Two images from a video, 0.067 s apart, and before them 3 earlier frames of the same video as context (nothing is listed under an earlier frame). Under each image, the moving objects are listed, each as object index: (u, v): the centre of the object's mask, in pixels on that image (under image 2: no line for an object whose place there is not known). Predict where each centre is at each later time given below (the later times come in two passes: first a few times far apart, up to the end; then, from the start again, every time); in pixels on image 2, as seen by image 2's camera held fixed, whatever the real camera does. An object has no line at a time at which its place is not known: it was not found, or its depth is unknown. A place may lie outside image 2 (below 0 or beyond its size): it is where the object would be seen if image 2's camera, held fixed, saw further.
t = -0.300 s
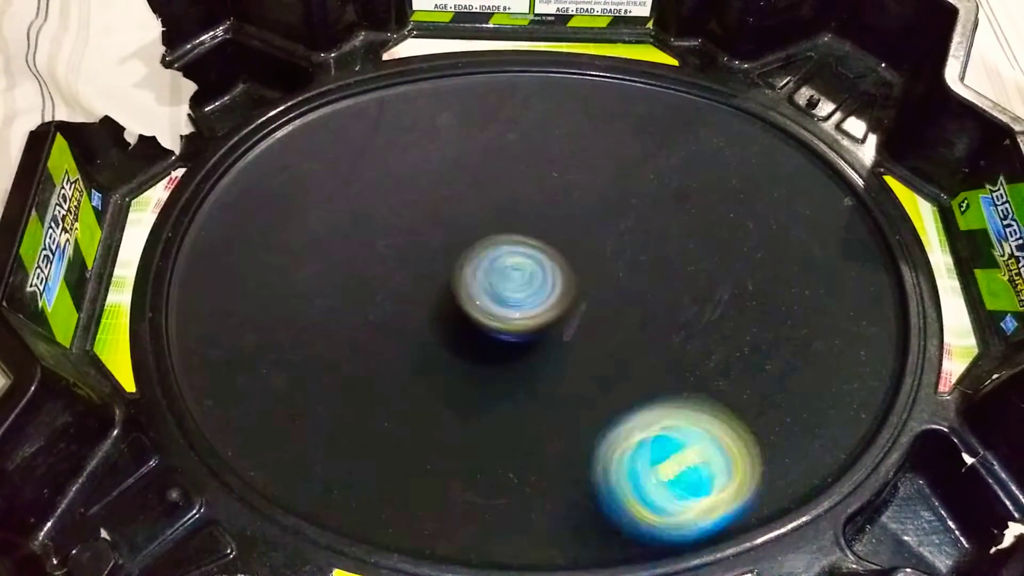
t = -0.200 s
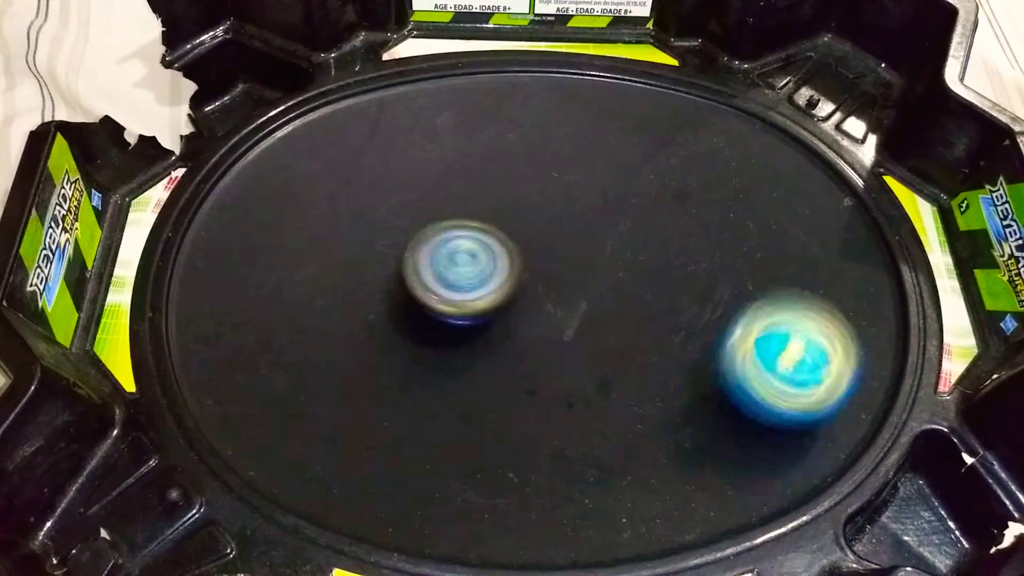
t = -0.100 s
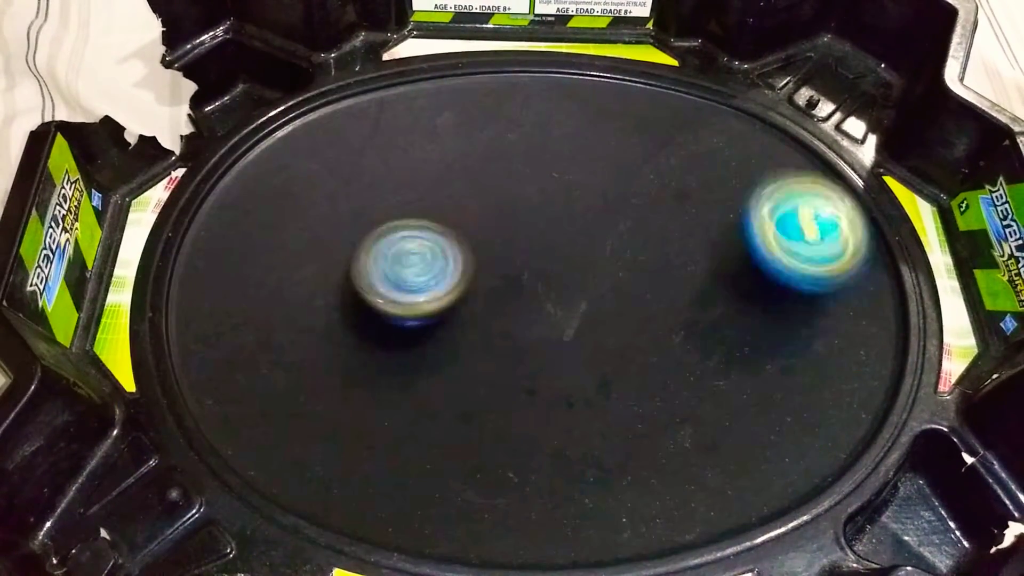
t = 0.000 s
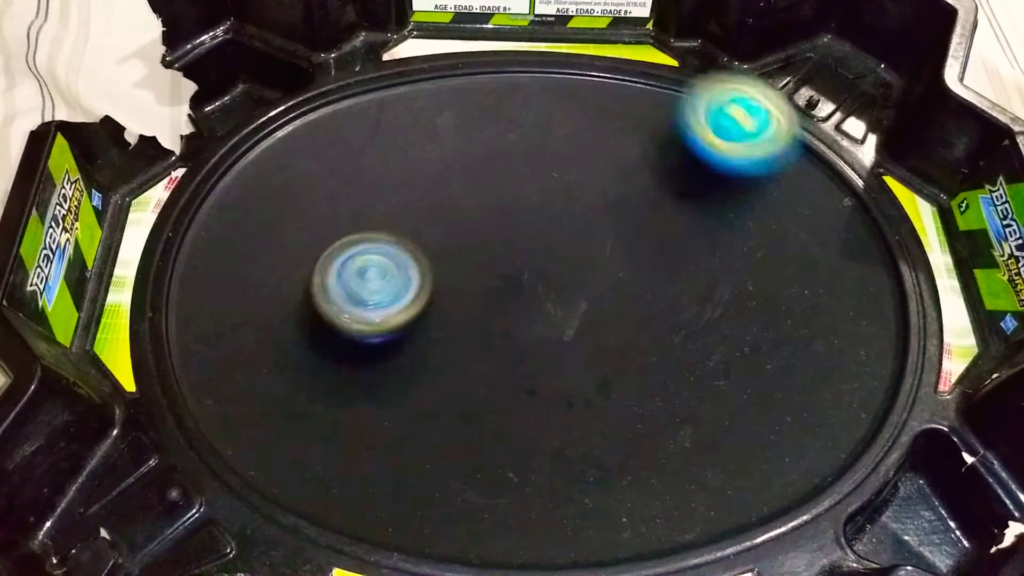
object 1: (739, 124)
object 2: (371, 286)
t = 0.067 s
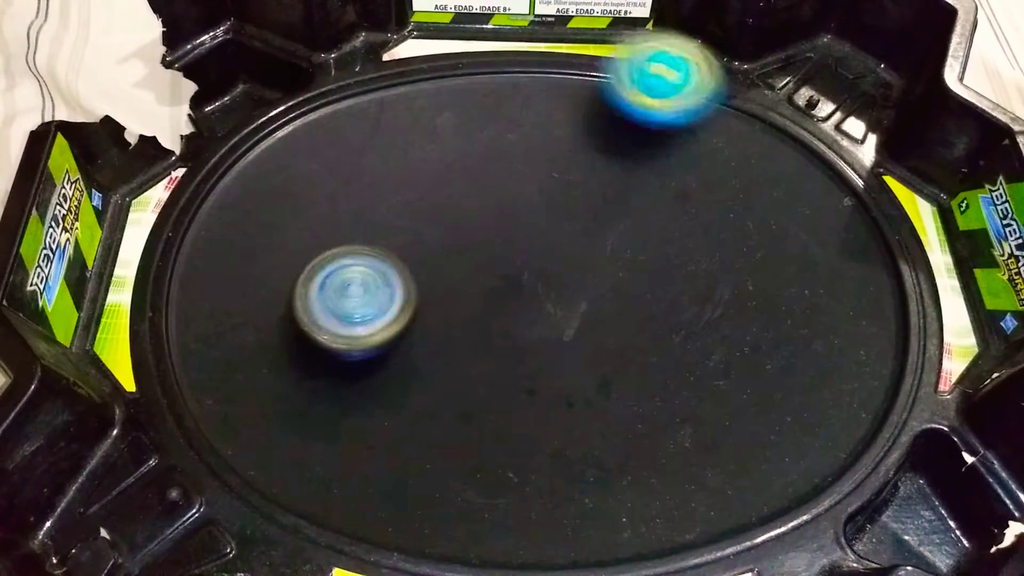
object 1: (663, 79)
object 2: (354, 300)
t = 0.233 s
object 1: (416, 77)
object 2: (363, 347)
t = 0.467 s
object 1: (182, 369)
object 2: (471, 354)
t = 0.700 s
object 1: (596, 516)
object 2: (534, 285)
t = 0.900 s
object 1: (811, 338)
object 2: (537, 238)
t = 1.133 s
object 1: (633, 123)
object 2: (496, 233)
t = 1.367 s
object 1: (298, 177)
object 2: (465, 291)
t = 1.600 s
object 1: (266, 461)
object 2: (504, 359)
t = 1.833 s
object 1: (657, 473)
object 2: (572, 356)
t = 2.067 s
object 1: (723, 250)
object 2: (553, 296)
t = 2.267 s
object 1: (495, 162)
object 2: (480, 268)
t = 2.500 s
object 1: (202, 229)
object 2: (414, 326)
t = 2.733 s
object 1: (316, 469)
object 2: (427, 381)
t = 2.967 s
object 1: (610, 426)
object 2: (521, 329)
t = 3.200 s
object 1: (653, 222)
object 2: (523, 246)
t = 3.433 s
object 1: (585, 117)
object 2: (410, 218)
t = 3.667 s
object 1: (469, 254)
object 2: (332, 257)
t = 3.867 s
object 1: (569, 409)
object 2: (351, 328)
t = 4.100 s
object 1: (784, 396)
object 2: (455, 379)
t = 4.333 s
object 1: (682, 257)
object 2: (568, 380)
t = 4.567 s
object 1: (435, 272)
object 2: (642, 334)
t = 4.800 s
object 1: (243, 397)
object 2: (616, 269)
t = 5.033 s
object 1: (365, 449)
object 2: (530, 248)
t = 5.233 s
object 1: (482, 353)
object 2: (449, 246)
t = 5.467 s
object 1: (457, 291)
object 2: (390, 166)
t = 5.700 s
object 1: (462, 326)
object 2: (394, 162)
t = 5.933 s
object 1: (509, 328)
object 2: (463, 216)
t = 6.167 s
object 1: (566, 380)
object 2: (519, 268)
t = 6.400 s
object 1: (616, 375)
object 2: (500, 284)
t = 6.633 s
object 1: (543, 343)
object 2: (421, 272)
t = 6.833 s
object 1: (463, 366)
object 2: (360, 251)
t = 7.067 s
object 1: (455, 383)
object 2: (327, 242)
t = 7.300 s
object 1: (480, 347)
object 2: (362, 275)
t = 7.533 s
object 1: (557, 310)
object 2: (408, 296)
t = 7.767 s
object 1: (596, 287)
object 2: (467, 316)
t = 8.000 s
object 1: (597, 272)
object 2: (495, 348)
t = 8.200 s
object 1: (581, 289)
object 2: (485, 374)
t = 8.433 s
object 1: (593, 278)
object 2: (446, 373)
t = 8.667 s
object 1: (568, 307)
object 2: (431, 332)
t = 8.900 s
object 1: (621, 355)
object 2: (411, 280)
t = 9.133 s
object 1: (634, 341)
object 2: (444, 268)
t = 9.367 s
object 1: (568, 329)
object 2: (453, 291)
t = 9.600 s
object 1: (616, 368)
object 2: (414, 281)
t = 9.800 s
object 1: (600, 343)
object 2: (422, 268)
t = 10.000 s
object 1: (551, 325)
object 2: (426, 273)
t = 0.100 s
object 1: (619, 68)
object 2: (350, 310)
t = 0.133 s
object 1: (568, 62)
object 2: (349, 320)
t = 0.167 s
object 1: (519, 62)
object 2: (351, 329)
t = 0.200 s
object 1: (468, 68)
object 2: (355, 339)
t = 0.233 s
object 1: (416, 77)
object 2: (363, 347)
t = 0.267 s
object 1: (366, 99)
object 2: (374, 354)
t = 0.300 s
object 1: (318, 128)
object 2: (387, 360)
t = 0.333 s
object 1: (274, 164)
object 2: (401, 363)
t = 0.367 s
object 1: (235, 206)
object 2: (419, 365)
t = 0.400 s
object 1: (207, 254)
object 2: (437, 363)
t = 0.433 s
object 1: (190, 308)
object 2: (454, 360)
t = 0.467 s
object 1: (182, 369)
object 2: (471, 354)
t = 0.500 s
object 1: (211, 416)
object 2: (488, 347)
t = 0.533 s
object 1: (260, 459)
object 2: (502, 338)
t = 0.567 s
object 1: (323, 491)
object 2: (516, 328)
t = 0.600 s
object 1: (395, 507)
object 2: (524, 316)
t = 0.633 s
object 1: (463, 515)
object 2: (531, 304)
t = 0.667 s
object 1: (530, 518)
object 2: (534, 294)
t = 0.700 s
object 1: (596, 516)
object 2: (534, 285)
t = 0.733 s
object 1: (654, 506)
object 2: (534, 274)
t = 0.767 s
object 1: (706, 485)
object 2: (535, 265)
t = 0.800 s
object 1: (749, 454)
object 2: (535, 257)
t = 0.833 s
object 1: (783, 418)
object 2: (536, 250)
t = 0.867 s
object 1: (802, 379)
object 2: (538, 243)
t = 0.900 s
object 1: (811, 338)
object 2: (537, 238)
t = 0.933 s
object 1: (811, 296)
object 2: (533, 234)
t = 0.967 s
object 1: (799, 255)
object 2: (528, 231)
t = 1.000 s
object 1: (778, 218)
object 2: (522, 228)
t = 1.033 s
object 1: (750, 187)
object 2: (515, 227)
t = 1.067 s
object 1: (715, 160)
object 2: (508, 228)
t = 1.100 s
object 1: (674, 139)
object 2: (502, 229)
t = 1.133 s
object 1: (633, 123)
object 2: (496, 233)
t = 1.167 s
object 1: (587, 112)
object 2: (489, 237)
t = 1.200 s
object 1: (538, 108)
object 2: (483, 243)
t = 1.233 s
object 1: (490, 110)
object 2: (477, 251)
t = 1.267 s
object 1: (441, 117)
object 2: (471, 259)
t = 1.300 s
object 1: (391, 130)
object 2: (468, 269)
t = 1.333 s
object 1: (342, 151)
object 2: (466, 280)
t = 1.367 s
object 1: (298, 177)
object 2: (465, 291)
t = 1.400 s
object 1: (254, 207)
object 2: (466, 303)
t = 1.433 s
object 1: (218, 243)
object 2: (470, 314)
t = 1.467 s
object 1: (192, 286)
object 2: (475, 325)
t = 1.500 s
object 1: (172, 332)
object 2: (481, 335)
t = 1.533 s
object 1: (191, 378)
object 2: (487, 344)
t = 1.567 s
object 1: (223, 424)
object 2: (495, 352)
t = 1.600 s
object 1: (266, 461)
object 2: (504, 359)
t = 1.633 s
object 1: (326, 489)
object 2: (514, 365)
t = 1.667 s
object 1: (387, 504)
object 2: (524, 369)
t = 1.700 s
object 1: (450, 511)
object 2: (534, 372)
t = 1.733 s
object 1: (508, 510)
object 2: (545, 373)
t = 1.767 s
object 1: (563, 499)
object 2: (555, 372)
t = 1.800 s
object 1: (612, 488)
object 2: (564, 367)
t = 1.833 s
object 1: (657, 473)
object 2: (572, 356)
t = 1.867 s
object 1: (697, 450)
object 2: (578, 347)
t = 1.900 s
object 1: (727, 423)
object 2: (580, 336)
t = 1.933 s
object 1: (746, 388)
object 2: (579, 326)
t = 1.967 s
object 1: (755, 354)
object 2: (576, 317)
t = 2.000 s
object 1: (754, 316)
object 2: (571, 309)
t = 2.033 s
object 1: (743, 283)
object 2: (563, 301)
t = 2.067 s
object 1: (723, 250)
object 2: (553, 296)
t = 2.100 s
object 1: (695, 222)
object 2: (541, 290)
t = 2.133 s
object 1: (662, 200)
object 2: (530, 286)
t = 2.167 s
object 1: (624, 182)
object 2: (518, 281)
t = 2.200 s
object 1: (582, 170)
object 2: (506, 276)
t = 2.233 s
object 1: (538, 164)
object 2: (493, 272)
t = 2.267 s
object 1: (495, 162)
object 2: (480, 268)
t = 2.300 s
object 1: (449, 166)
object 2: (469, 269)
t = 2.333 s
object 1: (402, 166)
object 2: (455, 279)
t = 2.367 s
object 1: (362, 167)
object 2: (444, 288)
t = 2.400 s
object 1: (318, 176)
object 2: (434, 296)
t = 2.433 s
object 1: (276, 188)
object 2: (425, 306)
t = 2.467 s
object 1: (236, 205)
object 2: (419, 316)
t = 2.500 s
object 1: (202, 229)
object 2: (414, 326)
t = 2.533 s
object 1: (175, 258)
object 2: (411, 336)
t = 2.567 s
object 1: (179, 298)
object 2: (409, 346)
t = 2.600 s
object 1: (186, 342)
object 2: (409, 355)
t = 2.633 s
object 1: (199, 383)
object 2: (411, 363)
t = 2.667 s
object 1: (228, 421)
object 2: (415, 371)
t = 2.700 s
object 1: (270, 452)
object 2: (420, 377)
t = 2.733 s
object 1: (316, 469)
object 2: (427, 381)
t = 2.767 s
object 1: (356, 486)
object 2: (443, 379)
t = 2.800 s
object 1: (400, 493)
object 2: (460, 374)
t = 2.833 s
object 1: (448, 494)
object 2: (475, 368)
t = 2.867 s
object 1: (495, 482)
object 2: (488, 361)
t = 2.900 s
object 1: (538, 467)
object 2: (501, 351)
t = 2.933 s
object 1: (576, 450)
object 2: (512, 340)
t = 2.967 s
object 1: (610, 426)
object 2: (521, 329)
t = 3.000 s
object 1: (636, 400)
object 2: (527, 317)
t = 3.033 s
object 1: (653, 370)
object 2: (532, 305)
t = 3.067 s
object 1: (660, 337)
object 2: (534, 293)
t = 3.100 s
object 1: (663, 303)
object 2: (534, 281)
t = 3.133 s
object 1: (668, 276)
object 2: (529, 268)
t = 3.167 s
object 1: (664, 248)
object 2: (526, 256)
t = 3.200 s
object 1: (653, 222)
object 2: (523, 246)
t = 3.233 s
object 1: (635, 199)
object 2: (520, 237)
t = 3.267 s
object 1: (620, 179)
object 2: (506, 230)
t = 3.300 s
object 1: (623, 161)
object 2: (477, 225)
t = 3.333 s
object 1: (622, 145)
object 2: (454, 221)
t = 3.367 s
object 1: (615, 132)
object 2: (438, 219)
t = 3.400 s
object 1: (602, 123)
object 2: (424, 218)
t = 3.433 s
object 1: (585, 117)
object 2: (410, 218)
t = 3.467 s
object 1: (563, 117)
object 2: (396, 220)
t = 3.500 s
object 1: (540, 124)
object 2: (384, 223)
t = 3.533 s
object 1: (517, 140)
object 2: (370, 227)
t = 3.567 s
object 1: (497, 162)
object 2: (358, 232)
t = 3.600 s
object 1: (481, 189)
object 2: (347, 239)
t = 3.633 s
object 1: (473, 221)
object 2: (338, 247)
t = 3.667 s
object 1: (469, 254)
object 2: (332, 257)
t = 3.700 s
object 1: (471, 285)
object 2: (328, 268)
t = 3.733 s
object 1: (479, 315)
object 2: (326, 279)
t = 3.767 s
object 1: (493, 342)
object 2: (328, 291)
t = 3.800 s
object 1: (514, 368)
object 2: (333, 303)
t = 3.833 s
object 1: (540, 391)
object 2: (341, 316)
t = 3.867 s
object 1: (569, 409)
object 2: (351, 328)
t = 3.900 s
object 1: (601, 423)
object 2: (363, 338)
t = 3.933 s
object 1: (636, 432)
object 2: (377, 347)
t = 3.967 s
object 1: (670, 435)
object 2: (391, 355)
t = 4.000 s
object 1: (704, 434)
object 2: (406, 363)
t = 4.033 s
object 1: (736, 426)
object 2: (421, 369)
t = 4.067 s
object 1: (764, 414)
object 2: (438, 375)
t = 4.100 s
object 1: (784, 396)
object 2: (455, 379)
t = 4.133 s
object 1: (796, 375)
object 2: (472, 382)
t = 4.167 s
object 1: (798, 350)
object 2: (489, 384)
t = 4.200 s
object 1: (789, 326)
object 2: (505, 385)
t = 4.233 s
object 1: (771, 304)
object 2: (521, 385)
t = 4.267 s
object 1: (747, 284)
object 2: (536, 384)
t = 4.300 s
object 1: (716, 268)
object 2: (552, 382)
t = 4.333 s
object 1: (682, 257)
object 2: (568, 380)
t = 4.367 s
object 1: (647, 250)
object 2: (583, 376)
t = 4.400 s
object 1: (611, 247)
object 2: (596, 371)
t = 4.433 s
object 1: (575, 248)
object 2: (608, 365)
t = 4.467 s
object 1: (539, 252)
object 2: (619, 359)
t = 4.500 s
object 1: (505, 257)
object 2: (629, 351)
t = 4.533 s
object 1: (469, 263)
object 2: (637, 342)
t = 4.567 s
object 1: (435, 272)
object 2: (642, 334)
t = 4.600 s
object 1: (402, 282)
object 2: (645, 323)
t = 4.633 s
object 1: (369, 295)
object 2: (646, 312)
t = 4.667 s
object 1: (339, 311)
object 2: (645, 303)
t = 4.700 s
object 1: (311, 329)
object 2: (641, 293)
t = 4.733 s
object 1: (285, 350)
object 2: (635, 285)
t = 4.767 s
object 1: (262, 373)
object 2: (627, 276)
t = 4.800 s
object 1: (243, 397)
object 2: (616, 269)
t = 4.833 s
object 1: (229, 422)
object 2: (604, 263)
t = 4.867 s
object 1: (241, 434)
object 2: (593, 258)
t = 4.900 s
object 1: (269, 440)
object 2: (579, 254)
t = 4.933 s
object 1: (295, 444)
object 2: (567, 252)
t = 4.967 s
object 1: (318, 448)
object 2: (555, 251)
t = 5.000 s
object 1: (341, 450)
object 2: (543, 249)
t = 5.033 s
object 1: (365, 449)
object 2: (530, 248)
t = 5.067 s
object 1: (389, 443)
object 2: (518, 247)
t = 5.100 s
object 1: (414, 432)
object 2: (505, 246)
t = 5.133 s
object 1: (439, 415)
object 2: (492, 246)
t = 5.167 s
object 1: (459, 393)
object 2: (477, 247)
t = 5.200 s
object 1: (473, 370)
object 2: (462, 249)
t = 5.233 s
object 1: (482, 353)
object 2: (449, 246)
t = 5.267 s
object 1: (486, 345)
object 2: (439, 231)
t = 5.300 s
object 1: (486, 334)
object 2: (428, 216)
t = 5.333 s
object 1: (482, 320)
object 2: (419, 205)
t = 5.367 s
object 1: (476, 304)
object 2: (412, 198)
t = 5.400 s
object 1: (466, 288)
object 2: (407, 192)
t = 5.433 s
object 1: (461, 288)
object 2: (399, 179)
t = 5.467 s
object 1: (457, 291)
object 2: (390, 166)
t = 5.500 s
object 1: (453, 295)
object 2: (385, 158)
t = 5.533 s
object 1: (450, 301)
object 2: (383, 153)
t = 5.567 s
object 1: (449, 307)
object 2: (383, 152)
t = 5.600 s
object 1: (450, 312)
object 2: (383, 151)
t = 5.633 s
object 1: (453, 318)
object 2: (385, 153)
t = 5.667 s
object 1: (457, 323)
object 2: (388, 157)
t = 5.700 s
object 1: (462, 326)
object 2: (394, 162)
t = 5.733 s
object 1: (468, 330)
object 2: (401, 166)
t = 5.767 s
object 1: (474, 332)
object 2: (407, 171)
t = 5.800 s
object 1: (481, 333)
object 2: (419, 178)
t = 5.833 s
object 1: (489, 333)
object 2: (431, 186)
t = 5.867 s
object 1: (496, 333)
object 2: (441, 193)
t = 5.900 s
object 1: (503, 331)
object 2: (452, 203)
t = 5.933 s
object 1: (509, 328)
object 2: (463, 216)
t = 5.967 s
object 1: (513, 328)
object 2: (475, 225)
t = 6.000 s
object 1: (519, 337)
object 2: (484, 228)
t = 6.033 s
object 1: (525, 348)
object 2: (493, 234)
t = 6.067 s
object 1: (532, 356)
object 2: (501, 243)
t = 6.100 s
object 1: (541, 365)
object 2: (508, 253)
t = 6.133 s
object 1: (552, 371)
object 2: (512, 262)
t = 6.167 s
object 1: (566, 380)
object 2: (519, 268)
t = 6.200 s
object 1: (578, 388)
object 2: (522, 268)
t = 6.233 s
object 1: (587, 389)
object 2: (524, 270)
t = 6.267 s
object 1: (596, 386)
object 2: (526, 274)
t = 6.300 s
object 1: (602, 381)
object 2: (526, 281)
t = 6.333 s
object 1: (607, 375)
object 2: (522, 288)
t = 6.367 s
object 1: (614, 376)
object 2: (512, 286)
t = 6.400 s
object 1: (616, 375)
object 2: (500, 284)
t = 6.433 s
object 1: (614, 373)
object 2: (486, 283)
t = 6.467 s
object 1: (609, 369)
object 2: (474, 281)
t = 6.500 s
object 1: (600, 363)
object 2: (464, 280)
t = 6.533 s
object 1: (589, 357)
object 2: (452, 278)
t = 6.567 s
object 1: (577, 352)
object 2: (442, 276)
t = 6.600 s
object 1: (560, 347)
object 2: (431, 274)
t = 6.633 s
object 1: (543, 343)
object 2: (421, 272)
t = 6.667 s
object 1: (524, 342)
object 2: (411, 271)
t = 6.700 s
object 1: (503, 339)
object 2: (401, 269)
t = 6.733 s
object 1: (490, 343)
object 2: (388, 263)
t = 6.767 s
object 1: (480, 352)
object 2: (376, 258)
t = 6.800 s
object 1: (470, 360)
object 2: (367, 253)
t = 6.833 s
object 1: (463, 366)
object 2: (360, 251)
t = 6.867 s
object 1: (460, 373)
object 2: (352, 247)
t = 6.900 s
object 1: (455, 379)
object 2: (345, 243)
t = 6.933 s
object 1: (453, 383)
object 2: (338, 241)
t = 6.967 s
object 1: (452, 385)
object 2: (333, 238)
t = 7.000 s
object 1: (452, 385)
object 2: (330, 238)
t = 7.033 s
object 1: (454, 385)
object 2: (328, 240)
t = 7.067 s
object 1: (455, 383)
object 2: (327, 242)
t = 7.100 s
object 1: (458, 379)
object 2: (330, 246)
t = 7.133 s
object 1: (460, 375)
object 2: (334, 251)
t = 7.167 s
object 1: (462, 370)
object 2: (341, 258)
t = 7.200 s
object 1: (464, 362)
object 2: (347, 264)
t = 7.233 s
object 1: (464, 354)
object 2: (355, 272)
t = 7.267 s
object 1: (469, 349)
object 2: (361, 275)
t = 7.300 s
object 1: (480, 347)
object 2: (362, 275)
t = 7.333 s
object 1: (488, 343)
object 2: (369, 277)
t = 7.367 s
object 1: (498, 339)
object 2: (377, 282)
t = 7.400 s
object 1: (507, 332)
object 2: (384, 287)
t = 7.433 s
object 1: (516, 326)
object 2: (392, 290)
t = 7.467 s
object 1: (532, 322)
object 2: (396, 291)
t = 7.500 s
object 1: (544, 317)
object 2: (401, 294)
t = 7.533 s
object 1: (557, 310)
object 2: (408, 296)
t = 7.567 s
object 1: (567, 304)
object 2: (415, 299)
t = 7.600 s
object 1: (575, 299)
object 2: (423, 301)
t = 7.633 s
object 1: (580, 296)
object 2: (432, 305)
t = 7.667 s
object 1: (585, 293)
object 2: (440, 307)
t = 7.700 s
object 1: (589, 290)
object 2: (449, 310)
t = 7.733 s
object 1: (593, 289)
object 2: (459, 313)
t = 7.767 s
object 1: (596, 287)
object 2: (467, 316)
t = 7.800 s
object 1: (596, 283)
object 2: (477, 319)
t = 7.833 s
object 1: (599, 279)
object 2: (480, 322)
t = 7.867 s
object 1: (599, 277)
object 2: (486, 327)
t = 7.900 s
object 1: (599, 276)
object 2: (491, 332)
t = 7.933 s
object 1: (598, 274)
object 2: (493, 336)
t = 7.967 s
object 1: (599, 273)
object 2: (494, 342)
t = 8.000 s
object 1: (597, 272)
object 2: (495, 348)
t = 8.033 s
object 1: (593, 272)
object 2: (494, 353)
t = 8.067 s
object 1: (588, 273)
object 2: (493, 358)
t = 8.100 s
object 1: (585, 278)
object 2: (493, 362)
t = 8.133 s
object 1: (583, 284)
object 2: (493, 366)
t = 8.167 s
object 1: (579, 289)
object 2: (490, 369)
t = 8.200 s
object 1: (581, 289)
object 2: (485, 374)
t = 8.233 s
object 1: (587, 287)
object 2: (479, 377)
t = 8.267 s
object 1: (592, 285)
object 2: (475, 378)
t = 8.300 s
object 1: (594, 284)
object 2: (468, 379)
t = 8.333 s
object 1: (597, 283)
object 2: (463, 379)
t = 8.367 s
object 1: (596, 281)
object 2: (457, 378)
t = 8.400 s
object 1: (595, 279)
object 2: (452, 376)
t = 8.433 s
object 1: (593, 278)
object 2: (446, 373)
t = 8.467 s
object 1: (593, 280)
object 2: (443, 369)
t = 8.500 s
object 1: (589, 283)
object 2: (438, 363)
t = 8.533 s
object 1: (585, 287)
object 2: (436, 358)
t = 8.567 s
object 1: (579, 290)
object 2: (433, 352)
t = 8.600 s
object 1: (577, 295)
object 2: (432, 346)
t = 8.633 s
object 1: (572, 302)
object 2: (430, 338)
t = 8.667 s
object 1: (568, 307)
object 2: (431, 332)
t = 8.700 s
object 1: (563, 312)
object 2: (430, 325)
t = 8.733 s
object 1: (567, 321)
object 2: (425, 316)
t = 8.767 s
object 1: (580, 330)
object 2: (415, 304)
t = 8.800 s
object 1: (588, 337)
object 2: (410, 294)
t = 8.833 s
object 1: (599, 344)
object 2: (409, 288)
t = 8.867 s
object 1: (609, 350)
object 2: (410, 283)
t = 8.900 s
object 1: (621, 355)
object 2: (411, 280)
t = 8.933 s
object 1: (631, 356)
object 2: (413, 276)
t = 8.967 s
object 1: (637, 356)
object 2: (415, 272)
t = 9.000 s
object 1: (643, 355)
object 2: (421, 267)
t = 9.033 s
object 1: (644, 354)
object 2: (426, 266)
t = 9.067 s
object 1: (645, 352)
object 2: (434, 265)
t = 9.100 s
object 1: (641, 346)
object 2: (439, 267)
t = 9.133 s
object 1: (634, 341)
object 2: (444, 268)
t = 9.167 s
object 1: (625, 335)
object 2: (449, 271)
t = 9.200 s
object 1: (614, 332)
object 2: (454, 274)
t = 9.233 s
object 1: (601, 327)
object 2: (457, 279)
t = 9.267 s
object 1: (589, 324)
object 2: (460, 283)
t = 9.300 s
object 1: (578, 323)
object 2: (458, 288)
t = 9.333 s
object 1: (572, 324)
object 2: (455, 288)
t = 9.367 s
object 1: (568, 329)
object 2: (453, 291)
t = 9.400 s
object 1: (577, 337)
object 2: (440, 289)
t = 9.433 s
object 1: (581, 344)
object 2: (430, 286)
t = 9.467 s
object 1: (588, 351)
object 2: (423, 285)
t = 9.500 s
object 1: (598, 358)
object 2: (420, 284)
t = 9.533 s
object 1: (604, 362)
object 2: (417, 284)
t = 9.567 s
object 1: (610, 367)
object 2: (415, 282)
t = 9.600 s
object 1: (616, 368)
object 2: (414, 281)
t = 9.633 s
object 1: (620, 366)
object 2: (413, 279)
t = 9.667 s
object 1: (619, 363)
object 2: (414, 277)
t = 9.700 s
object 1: (619, 360)
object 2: (414, 275)
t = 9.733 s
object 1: (616, 354)
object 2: (415, 272)
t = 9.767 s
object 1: (606, 346)
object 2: (417, 270)
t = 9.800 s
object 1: (600, 343)
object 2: (422, 268)
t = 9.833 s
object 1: (589, 336)
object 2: (427, 270)
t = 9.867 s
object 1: (575, 330)
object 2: (431, 271)
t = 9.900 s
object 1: (565, 327)
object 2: (435, 275)
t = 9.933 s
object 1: (556, 322)
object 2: (436, 278)
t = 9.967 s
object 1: (549, 321)
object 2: (433, 278)
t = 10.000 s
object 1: (551, 325)
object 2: (426, 273)
